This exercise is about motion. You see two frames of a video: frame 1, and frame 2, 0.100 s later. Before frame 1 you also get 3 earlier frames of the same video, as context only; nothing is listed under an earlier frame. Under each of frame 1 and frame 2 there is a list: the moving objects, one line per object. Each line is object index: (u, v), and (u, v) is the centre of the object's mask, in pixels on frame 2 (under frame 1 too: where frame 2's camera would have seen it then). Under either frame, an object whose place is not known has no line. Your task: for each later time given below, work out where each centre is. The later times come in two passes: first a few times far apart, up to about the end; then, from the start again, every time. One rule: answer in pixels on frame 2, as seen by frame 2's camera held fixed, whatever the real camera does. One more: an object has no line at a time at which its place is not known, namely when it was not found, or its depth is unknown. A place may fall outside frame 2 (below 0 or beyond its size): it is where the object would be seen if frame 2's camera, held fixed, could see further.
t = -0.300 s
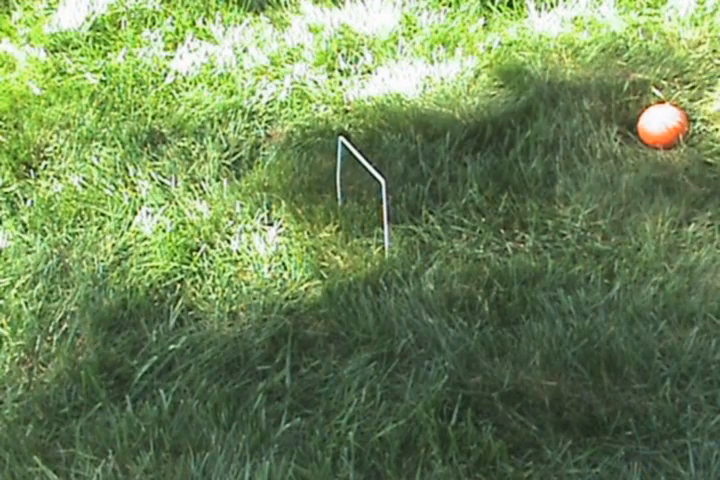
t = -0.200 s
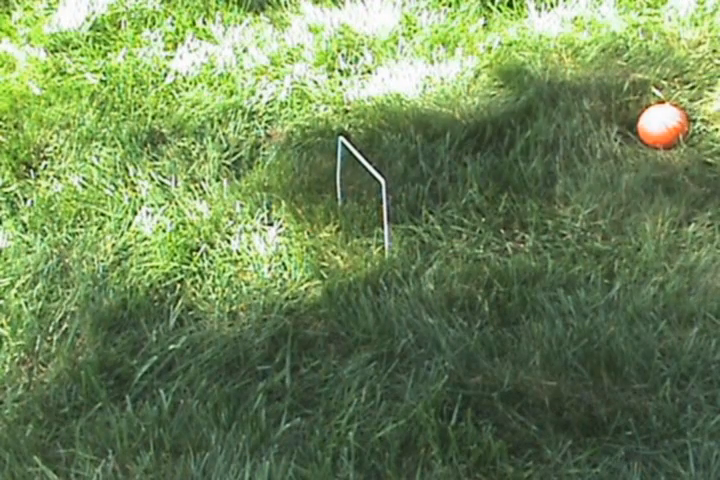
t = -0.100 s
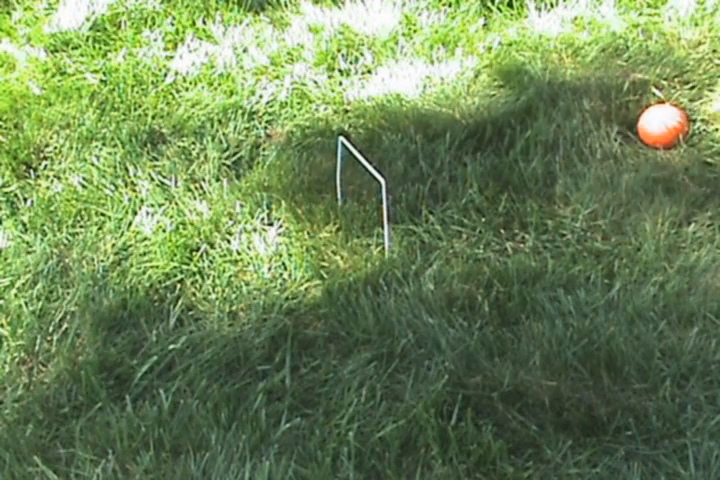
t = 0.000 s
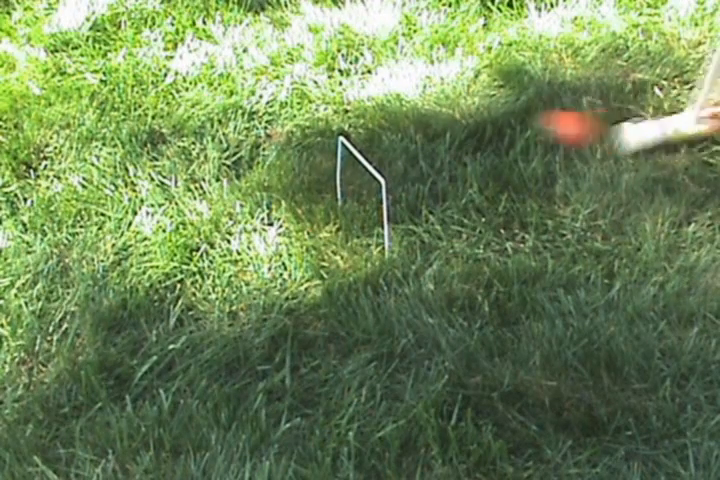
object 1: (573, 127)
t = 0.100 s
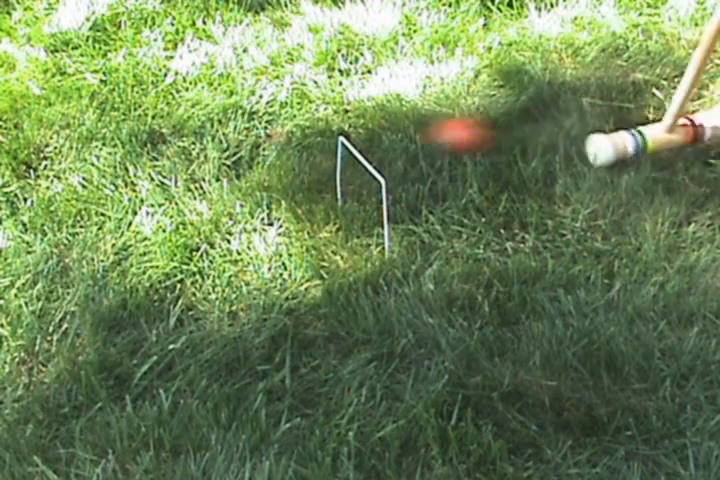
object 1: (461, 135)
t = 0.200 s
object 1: (366, 138)
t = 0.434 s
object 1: (233, 137)
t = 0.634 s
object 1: (182, 141)
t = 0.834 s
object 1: (175, 145)
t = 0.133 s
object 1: (427, 138)
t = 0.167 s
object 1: (391, 144)
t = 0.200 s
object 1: (366, 138)
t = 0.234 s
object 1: (343, 132)
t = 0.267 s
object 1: (319, 129)
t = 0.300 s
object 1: (300, 130)
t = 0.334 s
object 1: (279, 134)
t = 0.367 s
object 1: (259, 141)
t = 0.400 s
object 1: (243, 142)
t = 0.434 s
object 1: (233, 137)
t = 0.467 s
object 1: (222, 132)
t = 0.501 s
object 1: (213, 132)
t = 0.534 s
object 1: (204, 134)
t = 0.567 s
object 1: (194, 137)
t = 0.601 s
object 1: (188, 141)
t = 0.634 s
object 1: (182, 141)
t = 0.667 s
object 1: (179, 142)
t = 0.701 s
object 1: (177, 143)
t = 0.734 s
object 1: (175, 144)
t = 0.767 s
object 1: (174, 144)
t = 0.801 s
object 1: (174, 144)
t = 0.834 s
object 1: (175, 145)
